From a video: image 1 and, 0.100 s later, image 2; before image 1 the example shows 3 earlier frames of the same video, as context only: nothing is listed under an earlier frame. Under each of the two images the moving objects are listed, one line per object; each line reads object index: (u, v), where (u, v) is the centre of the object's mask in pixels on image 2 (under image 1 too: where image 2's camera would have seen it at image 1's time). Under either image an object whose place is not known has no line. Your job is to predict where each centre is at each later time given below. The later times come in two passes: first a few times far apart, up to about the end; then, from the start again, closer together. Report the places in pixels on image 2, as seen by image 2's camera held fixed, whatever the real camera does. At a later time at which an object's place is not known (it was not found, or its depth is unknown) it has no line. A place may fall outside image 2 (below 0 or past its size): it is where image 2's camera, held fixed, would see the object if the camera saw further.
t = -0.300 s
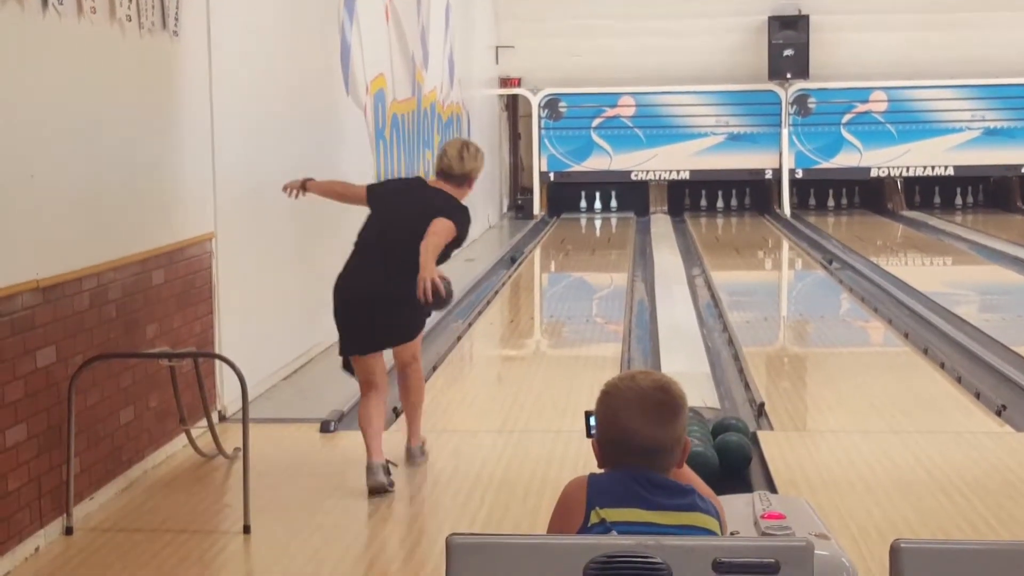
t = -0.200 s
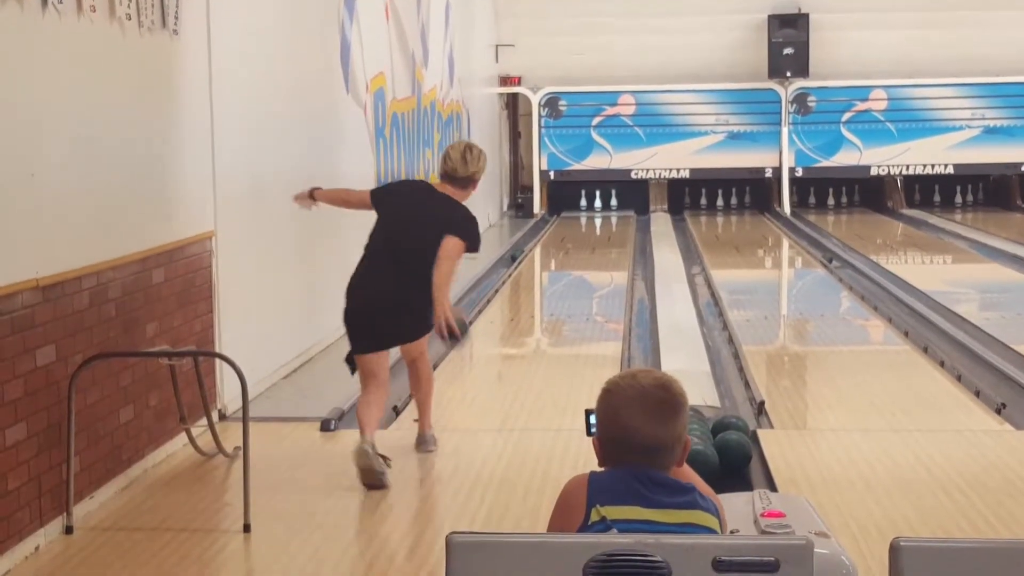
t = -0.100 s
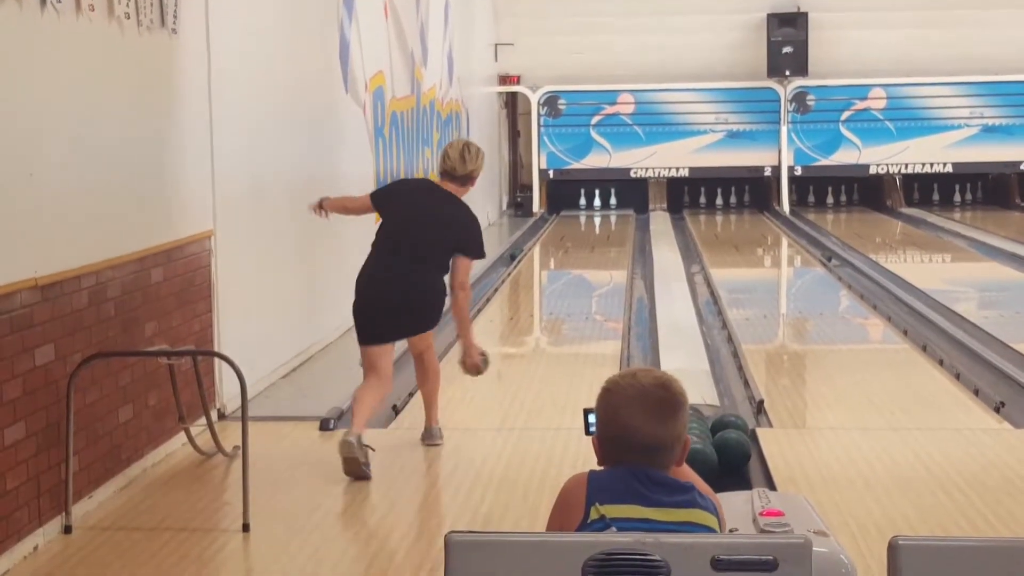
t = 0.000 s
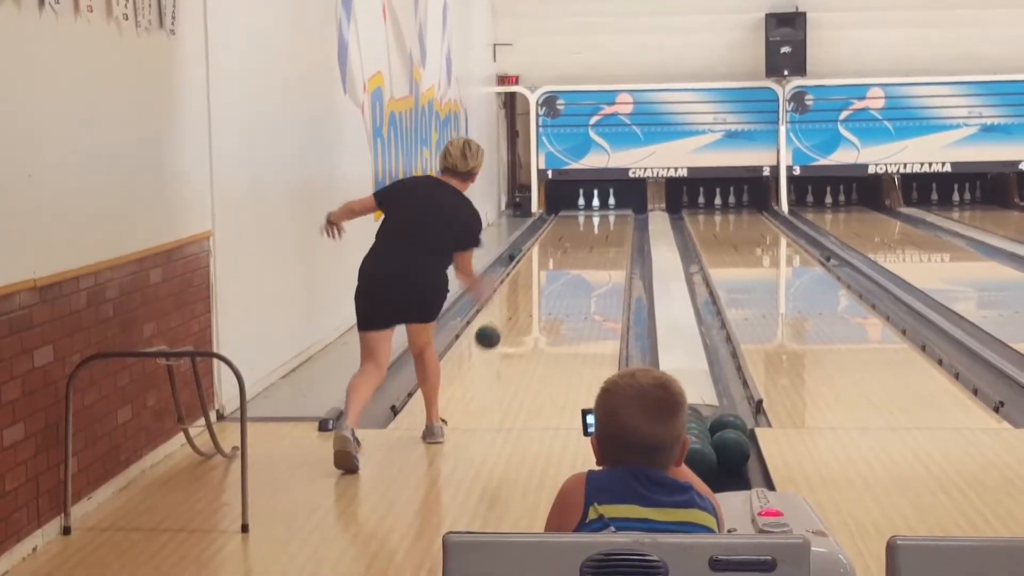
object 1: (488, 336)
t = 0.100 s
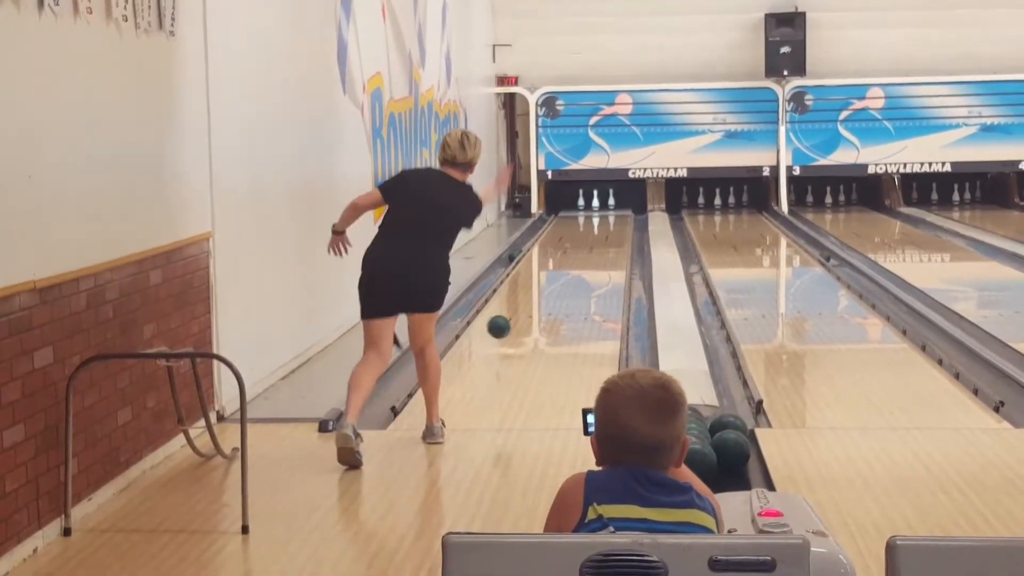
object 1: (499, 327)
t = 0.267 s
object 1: (514, 344)
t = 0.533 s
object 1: (531, 306)
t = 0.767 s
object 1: (541, 282)
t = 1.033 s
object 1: (550, 262)
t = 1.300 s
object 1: (556, 248)
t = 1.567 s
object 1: (561, 237)
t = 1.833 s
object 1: (566, 228)
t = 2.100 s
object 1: (570, 219)
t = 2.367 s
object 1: (573, 213)
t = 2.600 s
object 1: (576, 206)
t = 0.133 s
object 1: (502, 327)
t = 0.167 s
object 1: (505, 330)
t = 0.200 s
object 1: (508, 334)
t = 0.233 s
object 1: (511, 339)
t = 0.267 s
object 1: (514, 344)
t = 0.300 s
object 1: (516, 338)
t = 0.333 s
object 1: (519, 332)
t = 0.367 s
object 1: (521, 329)
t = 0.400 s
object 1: (523, 324)
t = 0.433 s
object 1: (525, 319)
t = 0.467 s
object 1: (527, 315)
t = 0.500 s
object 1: (529, 310)
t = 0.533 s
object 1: (531, 306)
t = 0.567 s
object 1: (532, 302)
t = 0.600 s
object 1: (534, 298)
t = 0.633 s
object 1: (536, 295)
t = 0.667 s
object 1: (537, 291)
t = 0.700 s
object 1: (539, 288)
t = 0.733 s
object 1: (540, 285)
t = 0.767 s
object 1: (541, 282)
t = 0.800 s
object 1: (542, 279)
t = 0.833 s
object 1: (543, 276)
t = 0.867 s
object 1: (545, 274)
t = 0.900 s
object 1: (546, 271)
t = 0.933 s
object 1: (547, 269)
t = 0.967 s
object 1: (548, 267)
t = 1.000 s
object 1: (548, 264)
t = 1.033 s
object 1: (550, 262)
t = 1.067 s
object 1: (550, 260)
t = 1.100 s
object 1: (551, 258)
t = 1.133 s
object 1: (552, 256)
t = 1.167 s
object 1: (553, 255)
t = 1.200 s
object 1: (554, 253)
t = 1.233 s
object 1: (554, 251)
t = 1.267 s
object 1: (555, 250)
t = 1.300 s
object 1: (556, 248)
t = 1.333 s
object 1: (556, 247)
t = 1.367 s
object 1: (557, 245)
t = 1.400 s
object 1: (558, 244)
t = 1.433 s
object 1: (559, 242)
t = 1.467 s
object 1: (559, 241)
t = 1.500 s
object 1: (560, 239)
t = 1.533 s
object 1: (560, 238)
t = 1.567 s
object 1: (561, 237)
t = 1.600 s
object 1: (562, 236)
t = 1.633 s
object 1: (563, 234)
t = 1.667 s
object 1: (563, 233)
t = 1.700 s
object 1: (564, 232)
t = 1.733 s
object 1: (564, 231)
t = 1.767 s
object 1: (565, 230)
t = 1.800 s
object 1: (565, 229)
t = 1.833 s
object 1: (566, 228)
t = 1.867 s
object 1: (566, 227)
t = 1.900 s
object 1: (566, 226)
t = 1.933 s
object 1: (567, 225)
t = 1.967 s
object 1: (567, 224)
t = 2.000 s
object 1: (568, 224)
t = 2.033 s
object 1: (569, 222)
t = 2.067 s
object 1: (569, 221)
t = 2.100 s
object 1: (570, 219)
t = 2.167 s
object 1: (570, 218)
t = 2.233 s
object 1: (571, 216)
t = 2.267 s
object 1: (571, 216)
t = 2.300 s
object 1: (571, 215)
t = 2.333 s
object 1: (572, 214)
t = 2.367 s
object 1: (573, 213)
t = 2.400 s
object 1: (574, 211)
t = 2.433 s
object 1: (574, 210)
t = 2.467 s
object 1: (574, 209)
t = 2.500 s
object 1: (574, 209)
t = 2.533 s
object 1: (575, 208)
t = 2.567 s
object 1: (576, 207)
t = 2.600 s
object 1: (576, 206)
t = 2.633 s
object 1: (575, 207)
